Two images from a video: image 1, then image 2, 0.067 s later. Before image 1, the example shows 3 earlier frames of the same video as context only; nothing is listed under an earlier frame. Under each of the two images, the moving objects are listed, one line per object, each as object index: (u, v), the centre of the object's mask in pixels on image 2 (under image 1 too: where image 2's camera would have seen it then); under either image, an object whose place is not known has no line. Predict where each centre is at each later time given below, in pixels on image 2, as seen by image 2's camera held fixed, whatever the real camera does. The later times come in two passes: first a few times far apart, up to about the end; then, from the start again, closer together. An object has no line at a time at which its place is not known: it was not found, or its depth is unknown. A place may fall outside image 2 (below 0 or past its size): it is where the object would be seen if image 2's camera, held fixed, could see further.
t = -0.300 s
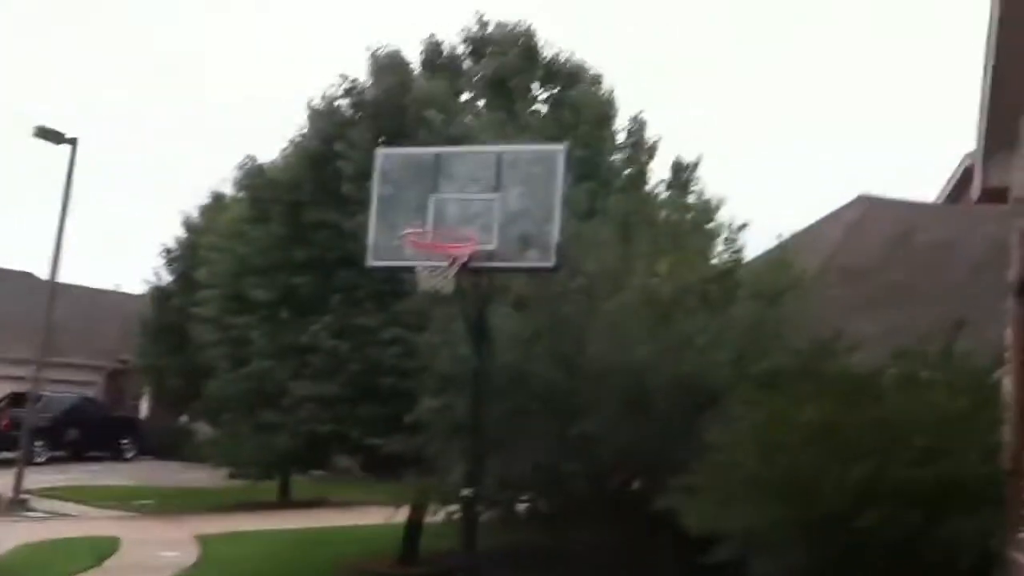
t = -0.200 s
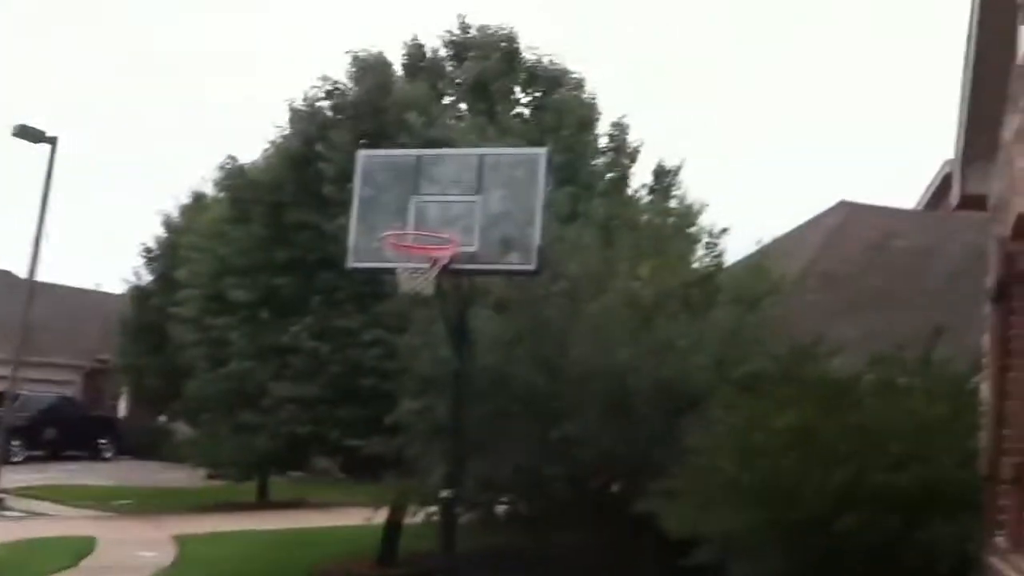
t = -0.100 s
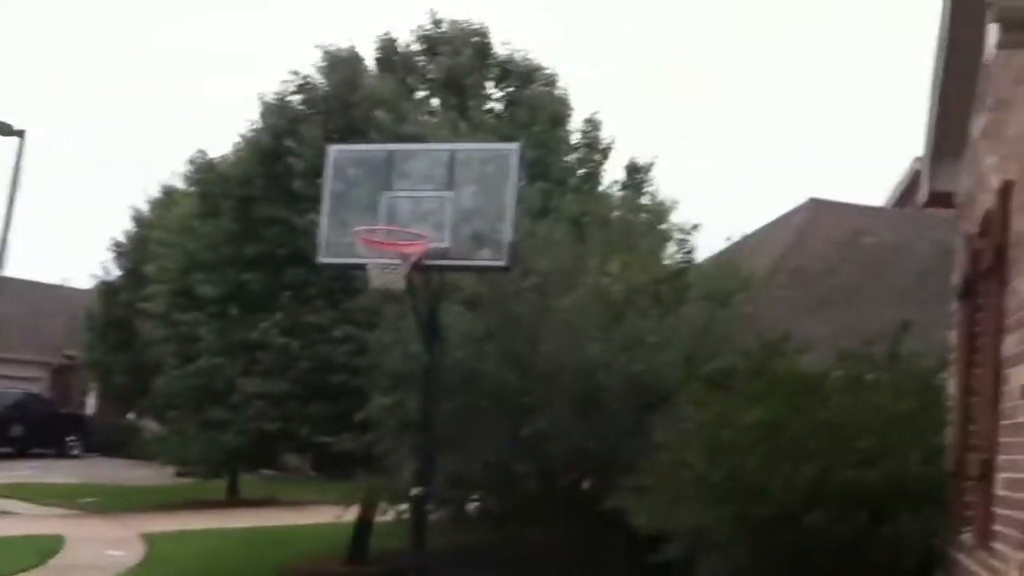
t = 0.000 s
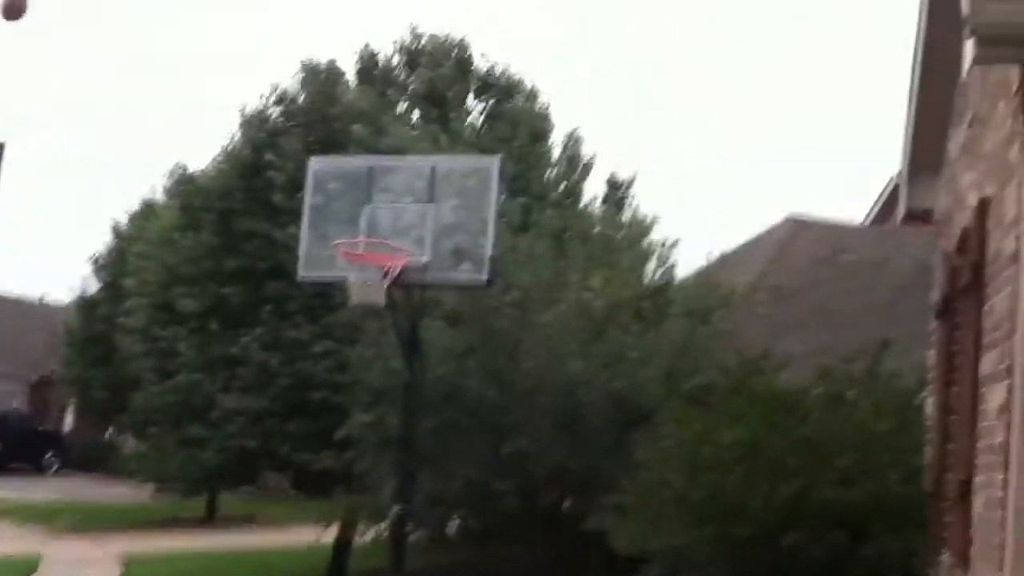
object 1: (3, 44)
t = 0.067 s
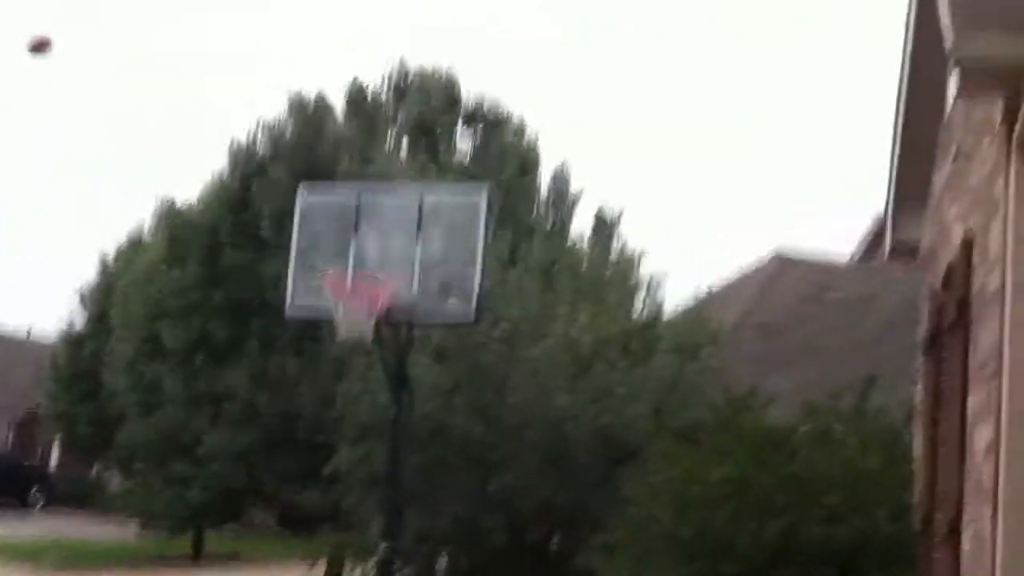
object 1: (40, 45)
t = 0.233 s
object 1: (130, 112)
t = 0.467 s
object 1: (259, 256)
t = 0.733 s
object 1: (363, 506)
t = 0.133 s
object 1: (75, 72)
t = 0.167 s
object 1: (94, 85)
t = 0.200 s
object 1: (112, 98)
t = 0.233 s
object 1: (130, 112)
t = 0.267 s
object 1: (149, 128)
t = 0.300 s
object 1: (166, 145)
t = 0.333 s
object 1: (183, 162)
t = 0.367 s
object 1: (207, 186)
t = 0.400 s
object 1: (221, 203)
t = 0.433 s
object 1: (241, 228)
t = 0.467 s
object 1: (259, 256)
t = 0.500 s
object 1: (274, 283)
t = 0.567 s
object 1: (300, 331)
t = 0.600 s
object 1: (314, 362)
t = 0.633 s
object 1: (327, 395)
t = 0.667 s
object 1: (338, 427)
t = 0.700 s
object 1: (351, 466)
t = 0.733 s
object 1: (363, 506)
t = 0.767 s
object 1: (380, 556)
